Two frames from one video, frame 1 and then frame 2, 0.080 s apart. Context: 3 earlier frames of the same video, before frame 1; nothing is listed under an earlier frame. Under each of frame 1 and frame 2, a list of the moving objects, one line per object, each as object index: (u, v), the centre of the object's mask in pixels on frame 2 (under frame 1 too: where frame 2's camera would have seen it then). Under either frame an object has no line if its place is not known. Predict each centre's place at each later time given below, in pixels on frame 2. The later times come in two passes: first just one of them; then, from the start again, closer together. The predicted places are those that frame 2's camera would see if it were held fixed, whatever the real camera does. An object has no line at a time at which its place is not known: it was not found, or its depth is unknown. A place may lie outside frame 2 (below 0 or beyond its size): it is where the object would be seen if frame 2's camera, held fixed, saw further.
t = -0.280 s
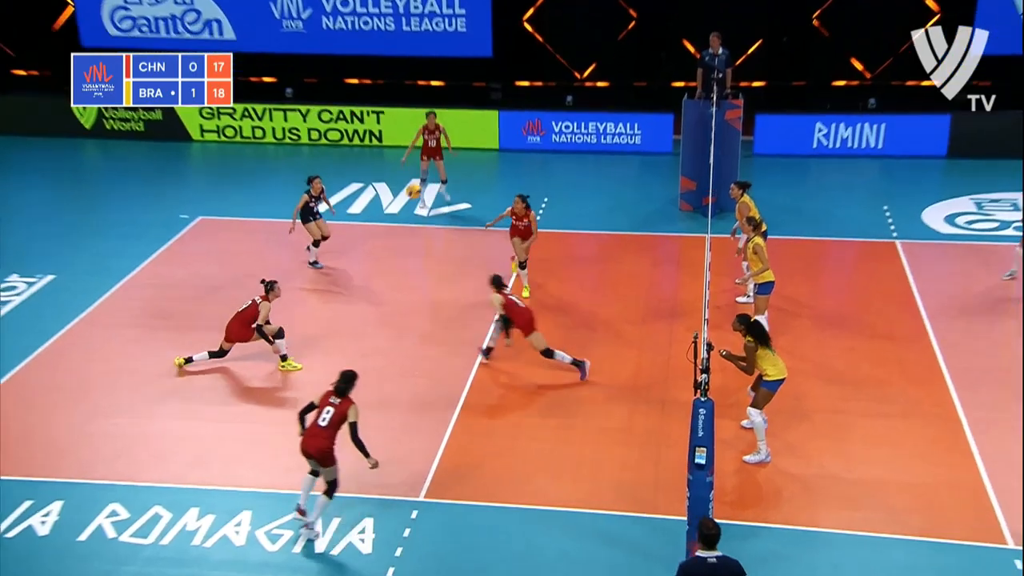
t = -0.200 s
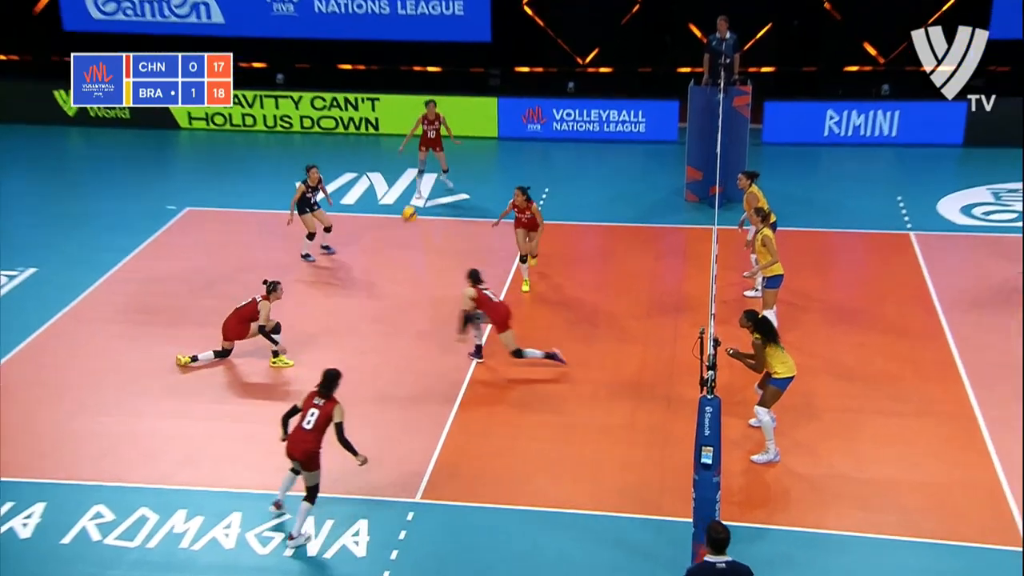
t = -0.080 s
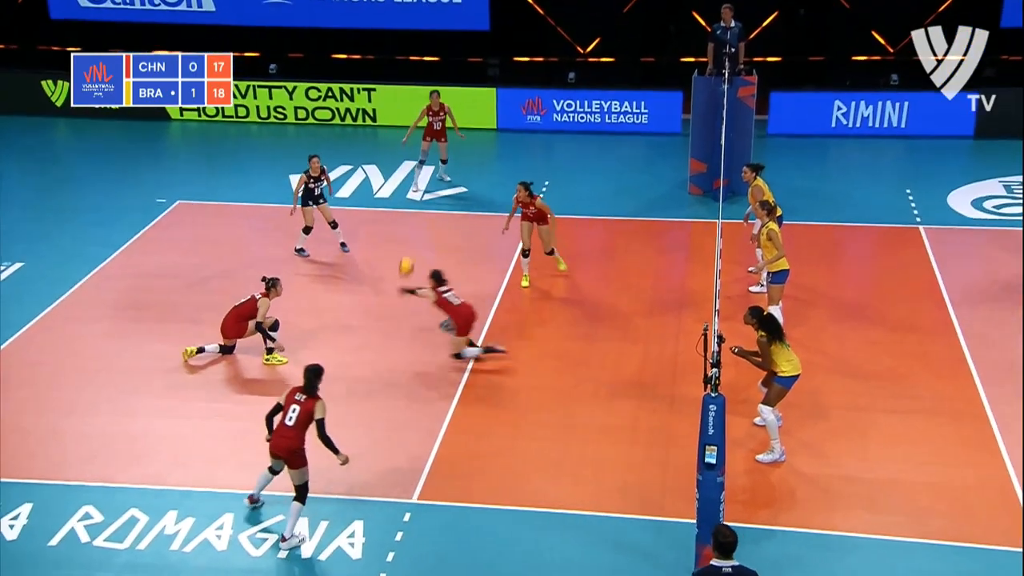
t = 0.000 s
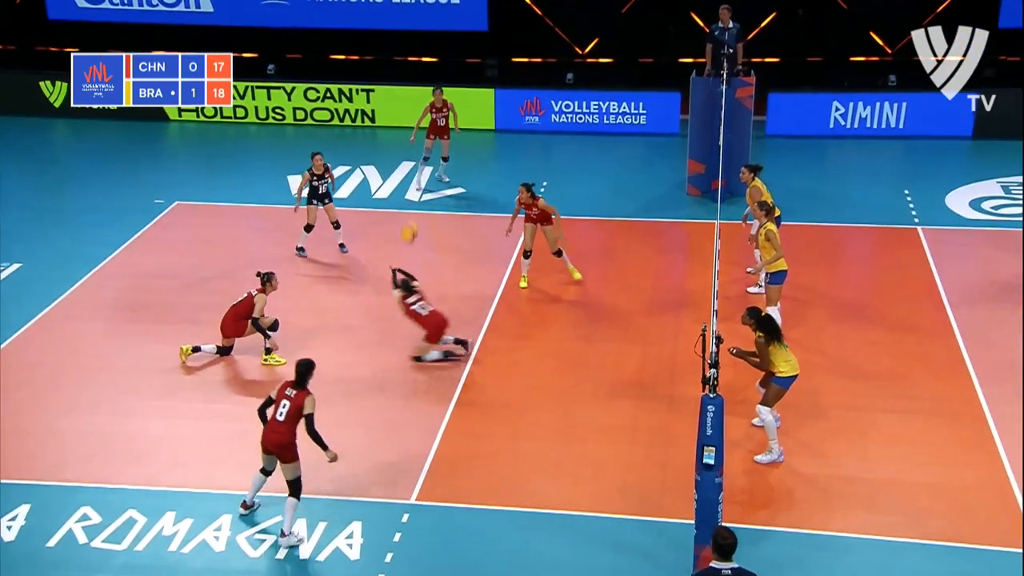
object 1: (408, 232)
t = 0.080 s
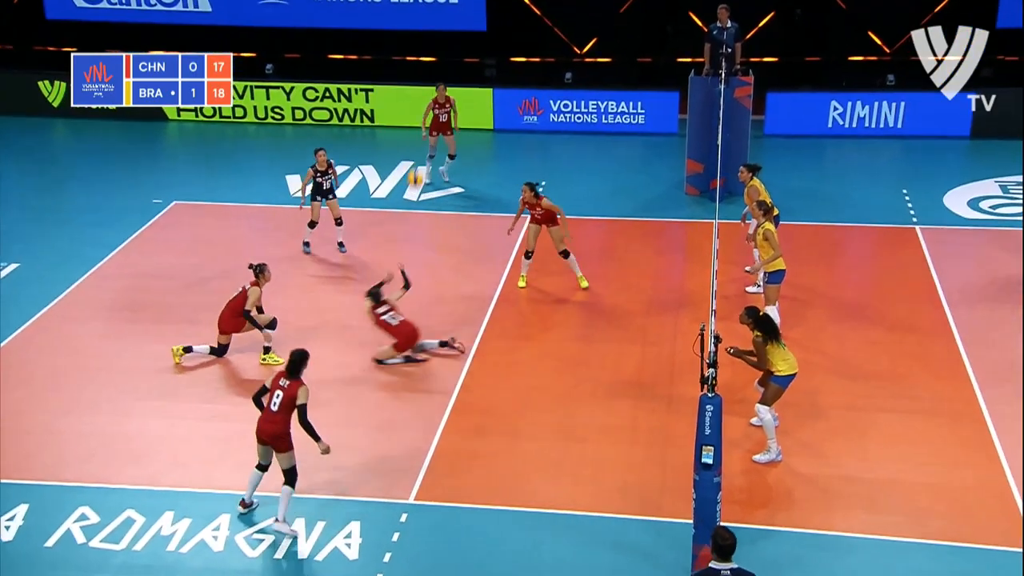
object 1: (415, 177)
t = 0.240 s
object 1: (431, 86)
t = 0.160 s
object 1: (422, 132)
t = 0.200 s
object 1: (427, 108)
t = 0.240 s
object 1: (431, 86)
